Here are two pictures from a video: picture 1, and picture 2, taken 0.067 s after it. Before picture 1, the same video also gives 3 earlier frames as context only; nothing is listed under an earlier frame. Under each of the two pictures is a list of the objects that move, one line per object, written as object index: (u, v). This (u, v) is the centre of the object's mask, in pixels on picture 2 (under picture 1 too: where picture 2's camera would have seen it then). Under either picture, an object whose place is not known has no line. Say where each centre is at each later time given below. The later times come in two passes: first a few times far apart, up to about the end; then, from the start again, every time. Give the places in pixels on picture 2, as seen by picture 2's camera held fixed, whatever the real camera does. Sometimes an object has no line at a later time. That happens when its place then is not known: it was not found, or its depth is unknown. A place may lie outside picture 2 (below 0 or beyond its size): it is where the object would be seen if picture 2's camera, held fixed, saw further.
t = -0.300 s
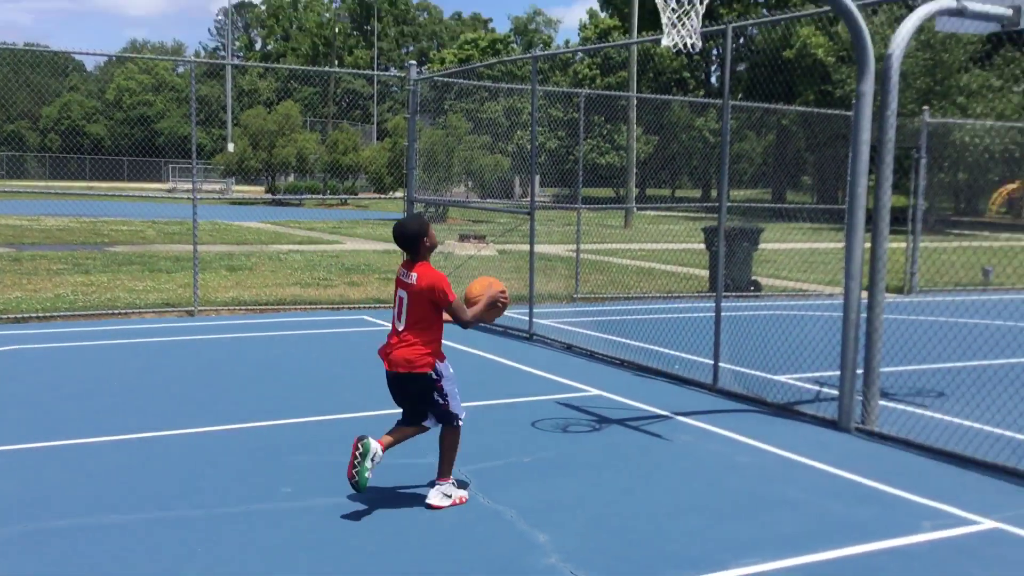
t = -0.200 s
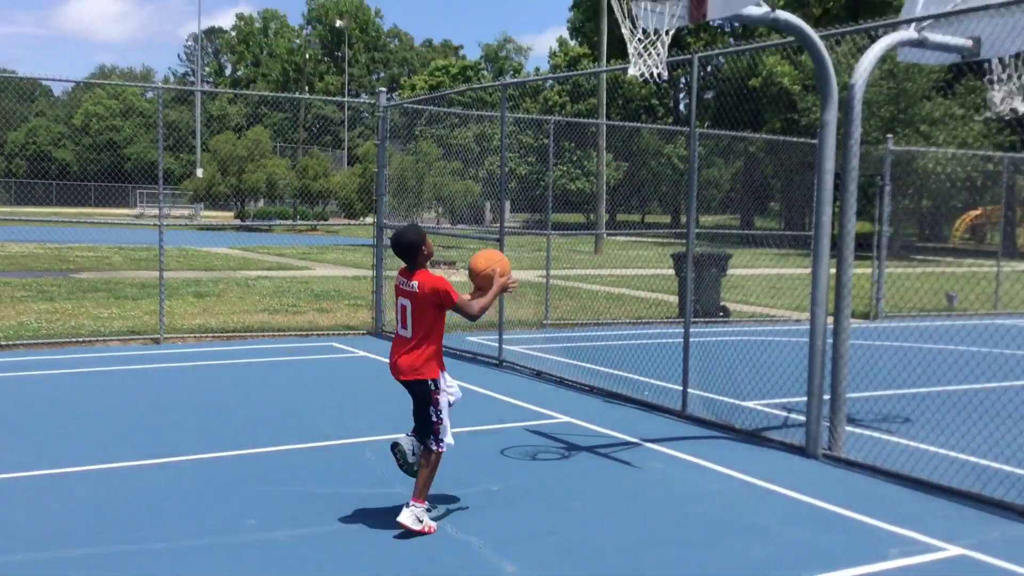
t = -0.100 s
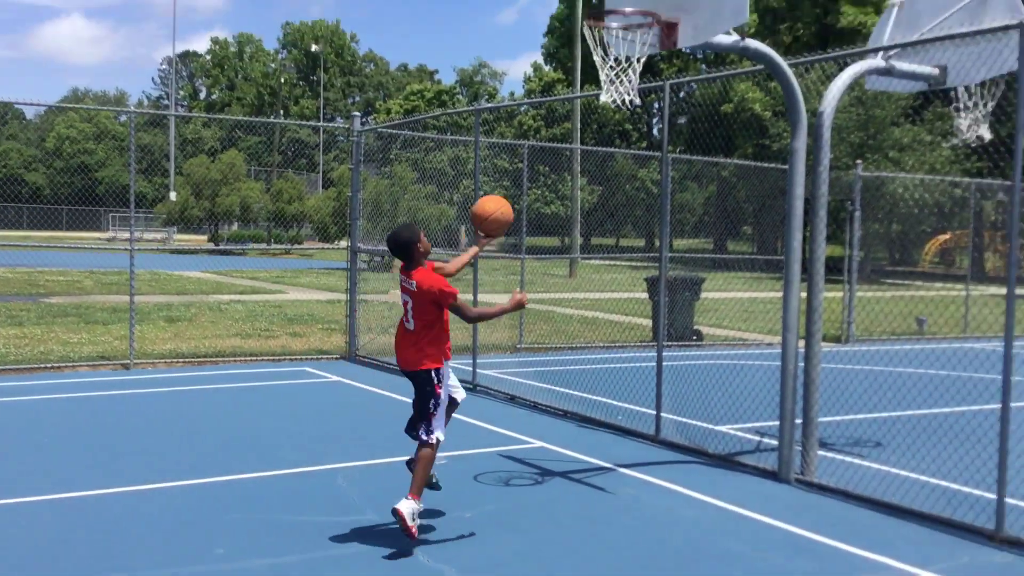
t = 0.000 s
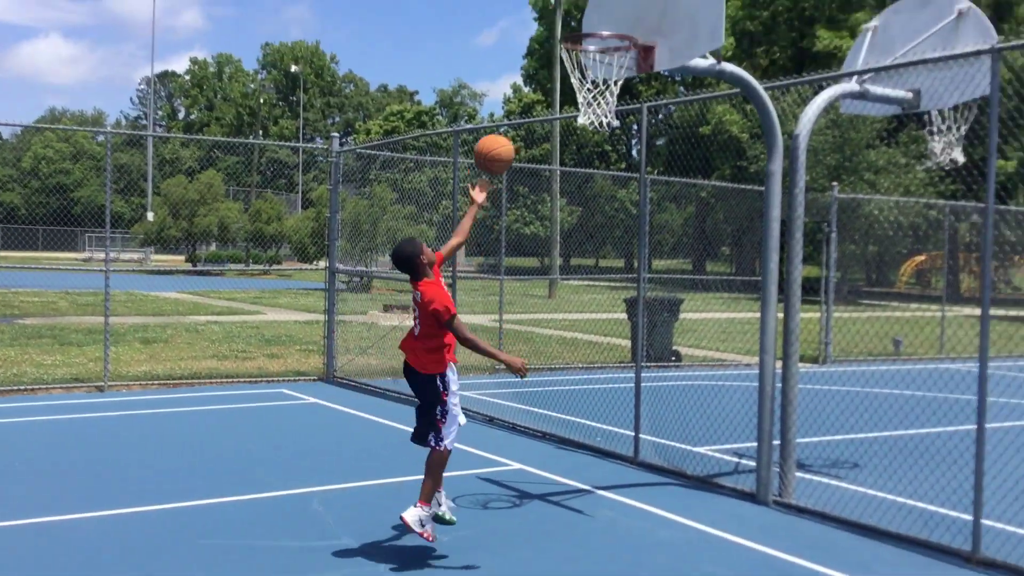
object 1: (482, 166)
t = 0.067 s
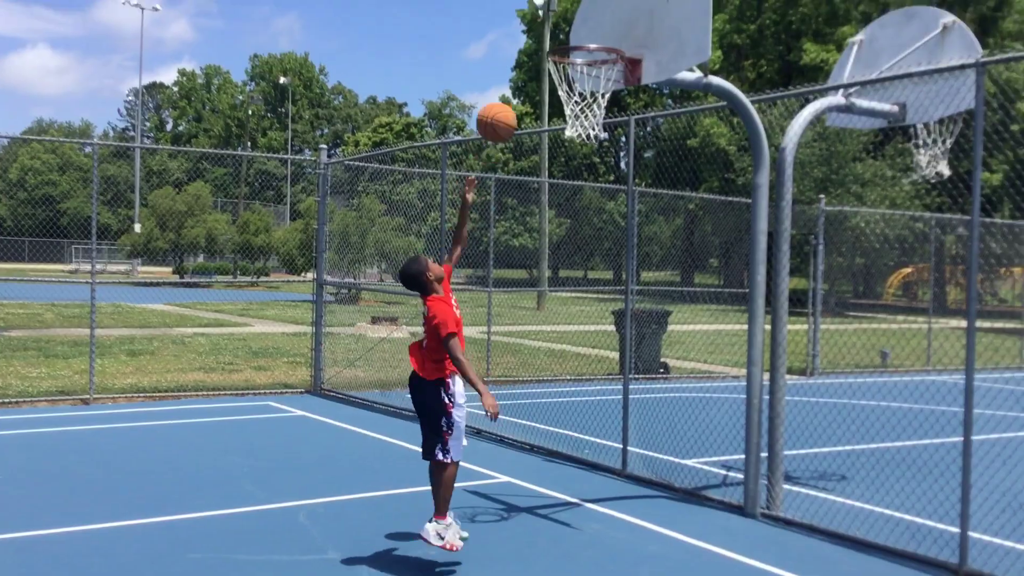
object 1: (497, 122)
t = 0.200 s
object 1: (524, 59)
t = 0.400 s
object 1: (562, 21)
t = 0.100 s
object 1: (503, 103)
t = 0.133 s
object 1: (510, 87)
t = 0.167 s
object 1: (517, 72)
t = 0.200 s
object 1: (524, 59)
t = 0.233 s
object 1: (530, 48)
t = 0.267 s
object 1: (537, 39)
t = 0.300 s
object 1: (543, 31)
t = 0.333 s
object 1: (549, 26)
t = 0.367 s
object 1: (556, 22)
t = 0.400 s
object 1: (562, 21)
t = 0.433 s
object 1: (568, 21)
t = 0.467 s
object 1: (573, 23)
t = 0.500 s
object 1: (578, 26)
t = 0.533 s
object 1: (585, 30)
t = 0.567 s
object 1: (590, 38)
